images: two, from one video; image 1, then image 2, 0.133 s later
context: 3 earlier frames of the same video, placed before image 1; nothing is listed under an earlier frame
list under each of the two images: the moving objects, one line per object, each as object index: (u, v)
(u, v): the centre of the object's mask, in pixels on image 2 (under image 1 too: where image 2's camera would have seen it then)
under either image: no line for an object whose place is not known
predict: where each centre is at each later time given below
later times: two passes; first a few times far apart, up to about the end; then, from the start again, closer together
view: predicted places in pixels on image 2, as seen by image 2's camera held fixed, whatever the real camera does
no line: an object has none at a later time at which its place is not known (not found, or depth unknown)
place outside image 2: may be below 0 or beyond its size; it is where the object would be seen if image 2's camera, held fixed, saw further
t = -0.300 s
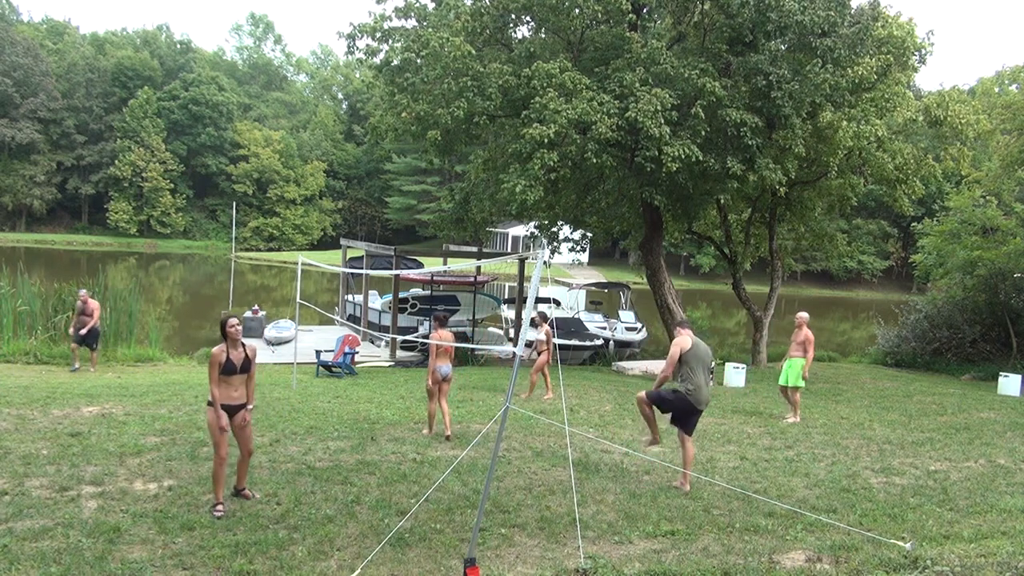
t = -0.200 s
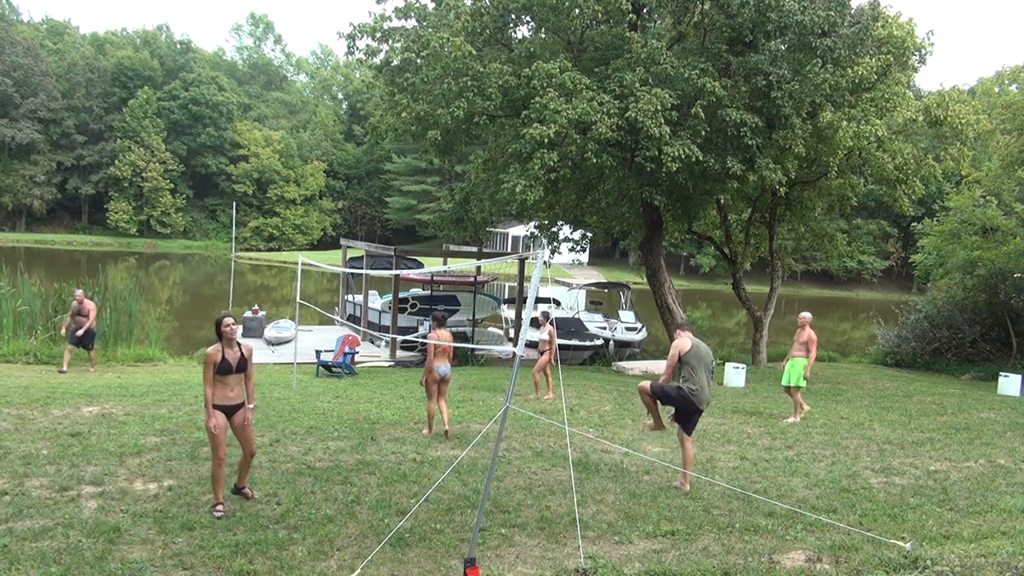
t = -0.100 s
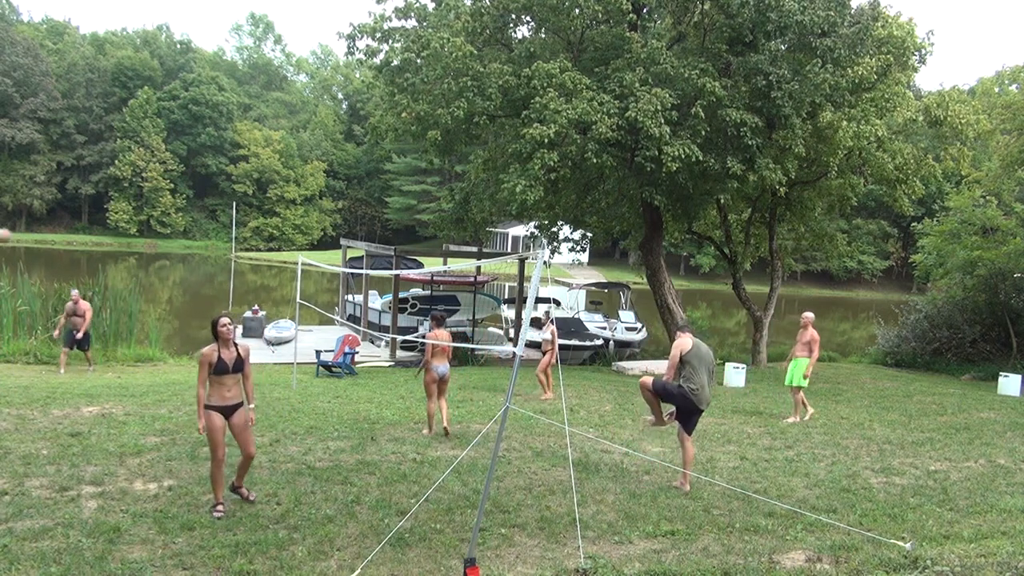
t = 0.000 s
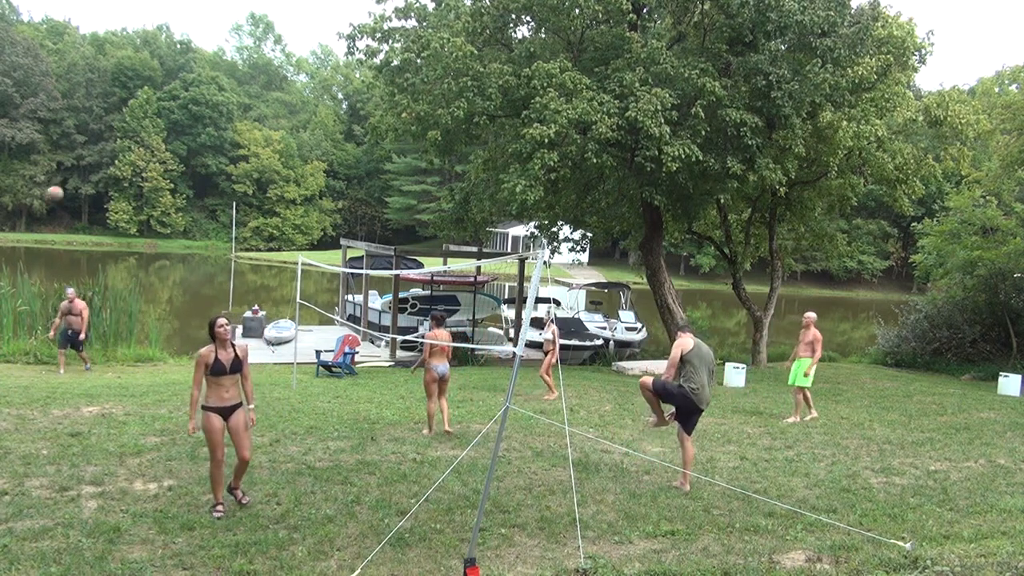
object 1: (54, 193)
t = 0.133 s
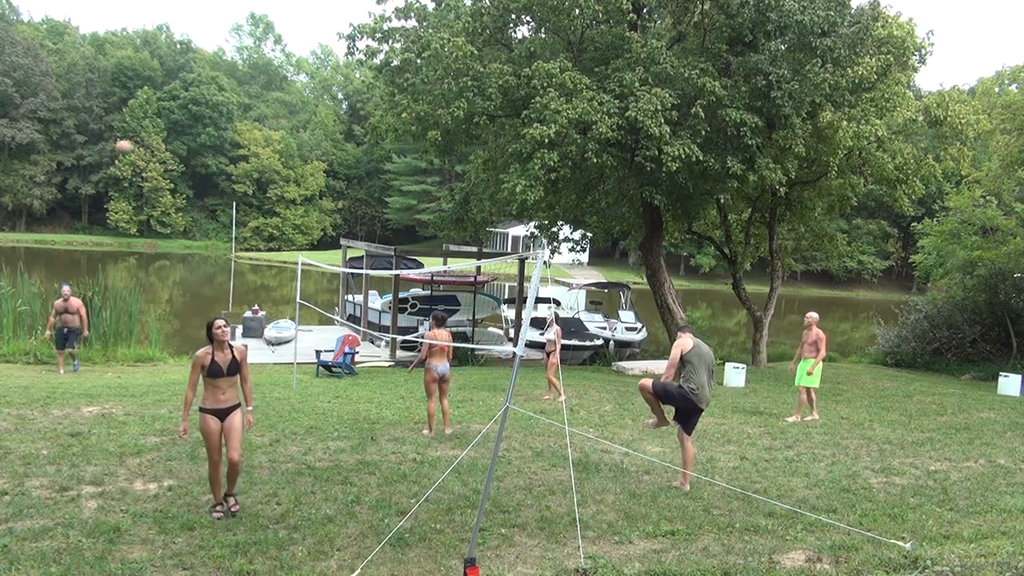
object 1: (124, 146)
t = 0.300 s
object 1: (209, 109)
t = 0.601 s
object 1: (359, 89)
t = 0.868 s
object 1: (487, 124)
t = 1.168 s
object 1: (624, 224)
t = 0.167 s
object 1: (141, 138)
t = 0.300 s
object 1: (209, 109)
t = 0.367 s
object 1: (243, 98)
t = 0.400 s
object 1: (260, 95)
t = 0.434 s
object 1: (276, 93)
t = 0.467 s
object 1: (293, 91)
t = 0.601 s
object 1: (359, 89)
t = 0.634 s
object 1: (376, 90)
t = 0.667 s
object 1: (392, 94)
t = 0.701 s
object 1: (407, 96)
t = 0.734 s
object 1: (424, 100)
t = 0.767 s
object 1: (440, 106)
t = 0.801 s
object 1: (455, 112)
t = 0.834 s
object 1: (471, 117)
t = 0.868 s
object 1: (487, 124)
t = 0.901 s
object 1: (503, 133)
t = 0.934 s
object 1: (518, 141)
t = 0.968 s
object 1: (533, 150)
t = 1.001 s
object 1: (549, 161)
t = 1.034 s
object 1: (564, 173)
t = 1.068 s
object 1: (579, 184)
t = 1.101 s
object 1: (594, 197)
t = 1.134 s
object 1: (609, 210)
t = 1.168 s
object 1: (624, 224)
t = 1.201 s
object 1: (638, 239)
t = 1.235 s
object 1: (652, 254)
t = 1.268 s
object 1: (667, 269)
